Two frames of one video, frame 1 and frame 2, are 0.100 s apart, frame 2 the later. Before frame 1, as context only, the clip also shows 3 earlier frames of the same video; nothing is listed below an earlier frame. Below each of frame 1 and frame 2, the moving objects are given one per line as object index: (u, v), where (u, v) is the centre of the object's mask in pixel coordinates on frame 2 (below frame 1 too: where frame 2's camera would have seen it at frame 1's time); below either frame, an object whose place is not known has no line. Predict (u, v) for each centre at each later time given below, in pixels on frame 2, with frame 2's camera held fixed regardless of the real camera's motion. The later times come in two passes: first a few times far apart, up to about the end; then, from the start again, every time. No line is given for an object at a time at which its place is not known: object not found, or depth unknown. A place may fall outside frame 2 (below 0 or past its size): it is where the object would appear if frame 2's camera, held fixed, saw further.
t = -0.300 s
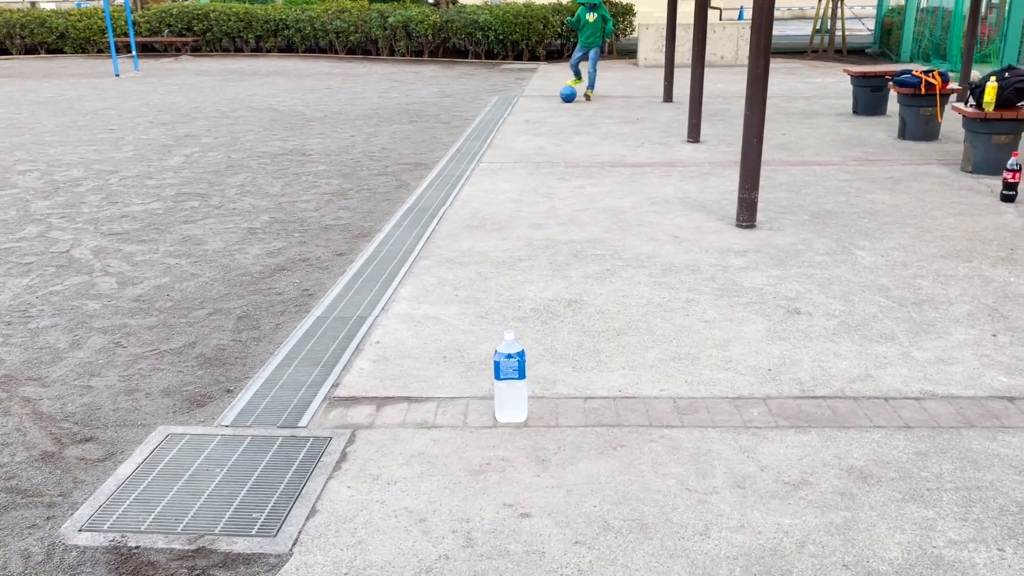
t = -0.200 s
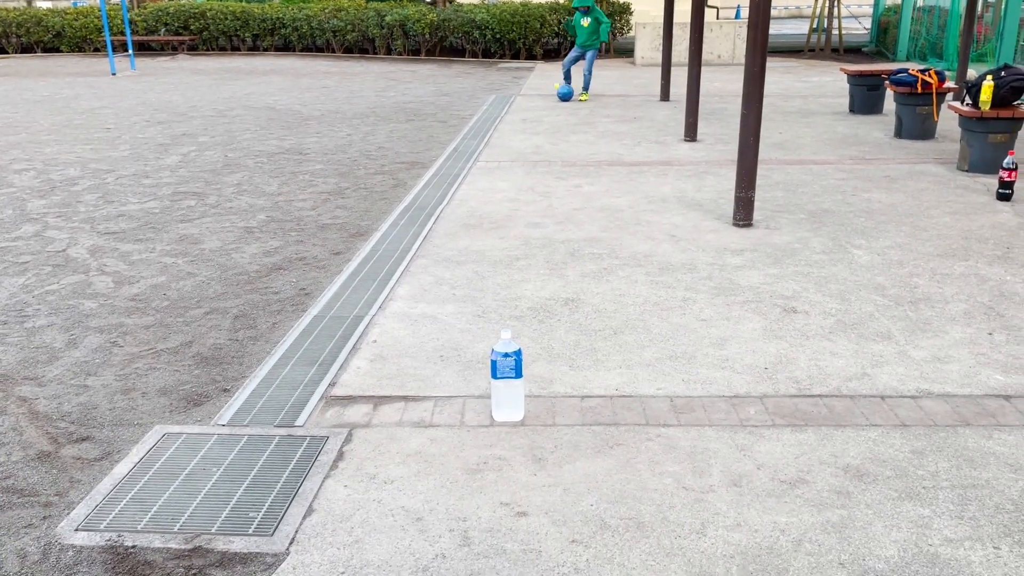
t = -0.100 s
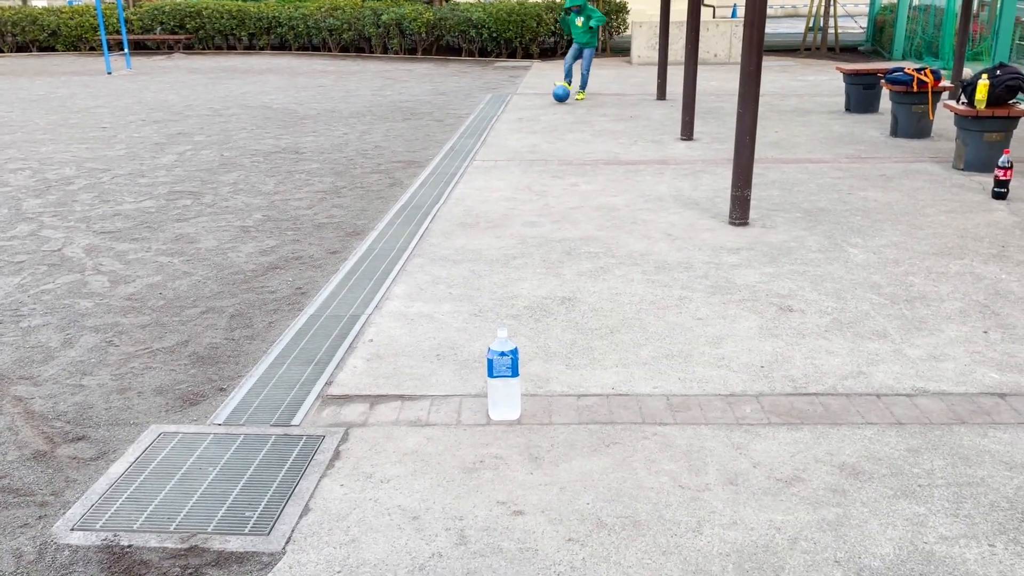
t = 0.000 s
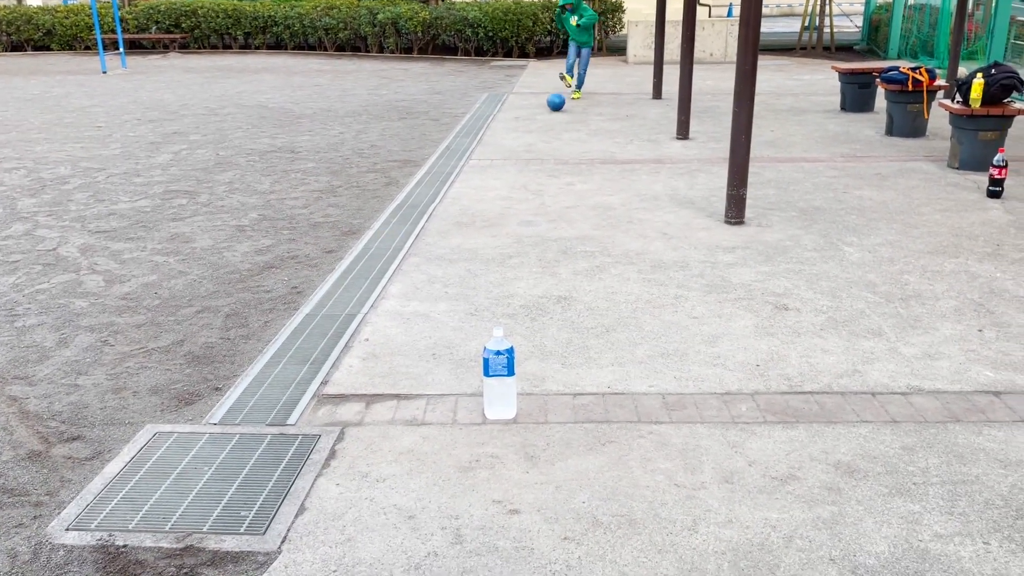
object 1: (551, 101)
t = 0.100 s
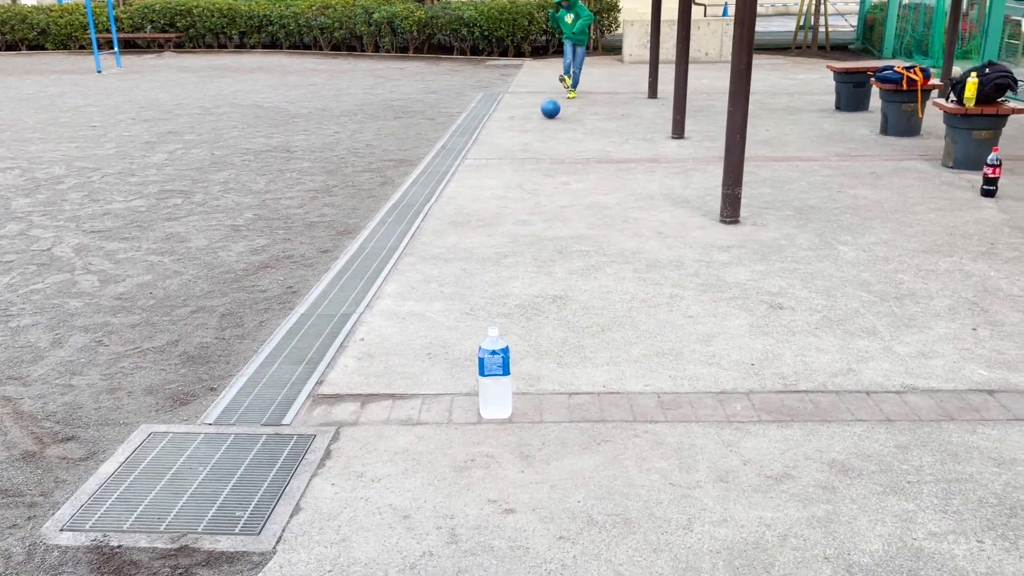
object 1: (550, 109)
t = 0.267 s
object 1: (549, 119)
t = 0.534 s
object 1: (548, 142)
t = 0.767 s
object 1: (547, 163)
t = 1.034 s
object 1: (547, 191)
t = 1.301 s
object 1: (548, 237)
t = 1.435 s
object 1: (548, 268)
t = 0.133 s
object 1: (550, 111)
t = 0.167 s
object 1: (550, 113)
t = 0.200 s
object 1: (550, 116)
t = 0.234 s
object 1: (550, 119)
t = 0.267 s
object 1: (549, 119)
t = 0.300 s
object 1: (549, 122)
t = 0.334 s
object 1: (549, 125)
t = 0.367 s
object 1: (549, 130)
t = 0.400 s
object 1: (549, 131)
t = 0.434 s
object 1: (549, 133)
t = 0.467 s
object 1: (548, 136)
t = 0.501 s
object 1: (548, 139)
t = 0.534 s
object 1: (548, 142)
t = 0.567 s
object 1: (548, 144)
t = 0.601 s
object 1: (548, 148)
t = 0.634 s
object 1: (548, 151)
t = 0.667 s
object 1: (548, 152)
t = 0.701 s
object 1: (548, 154)
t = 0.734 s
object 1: (547, 157)
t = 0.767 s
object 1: (547, 163)
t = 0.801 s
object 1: (547, 168)
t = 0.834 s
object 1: (547, 169)
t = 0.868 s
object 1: (547, 172)
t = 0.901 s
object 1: (547, 176)
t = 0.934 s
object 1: (547, 183)
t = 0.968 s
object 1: (547, 189)
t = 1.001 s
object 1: (547, 189)
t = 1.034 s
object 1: (547, 191)
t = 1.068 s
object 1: (547, 195)
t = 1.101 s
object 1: (547, 201)
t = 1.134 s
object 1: (547, 209)
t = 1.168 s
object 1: (548, 219)
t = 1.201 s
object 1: (548, 221)
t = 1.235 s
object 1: (548, 224)
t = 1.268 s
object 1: (548, 229)
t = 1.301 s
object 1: (548, 237)
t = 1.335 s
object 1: (548, 246)
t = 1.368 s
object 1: (548, 260)
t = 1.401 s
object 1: (548, 264)
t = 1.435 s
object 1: (548, 268)
